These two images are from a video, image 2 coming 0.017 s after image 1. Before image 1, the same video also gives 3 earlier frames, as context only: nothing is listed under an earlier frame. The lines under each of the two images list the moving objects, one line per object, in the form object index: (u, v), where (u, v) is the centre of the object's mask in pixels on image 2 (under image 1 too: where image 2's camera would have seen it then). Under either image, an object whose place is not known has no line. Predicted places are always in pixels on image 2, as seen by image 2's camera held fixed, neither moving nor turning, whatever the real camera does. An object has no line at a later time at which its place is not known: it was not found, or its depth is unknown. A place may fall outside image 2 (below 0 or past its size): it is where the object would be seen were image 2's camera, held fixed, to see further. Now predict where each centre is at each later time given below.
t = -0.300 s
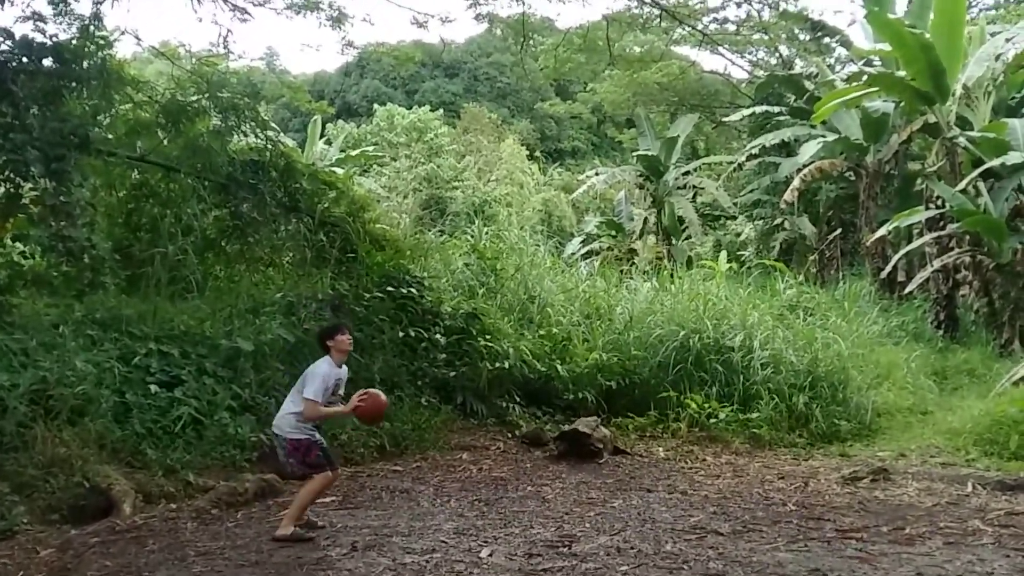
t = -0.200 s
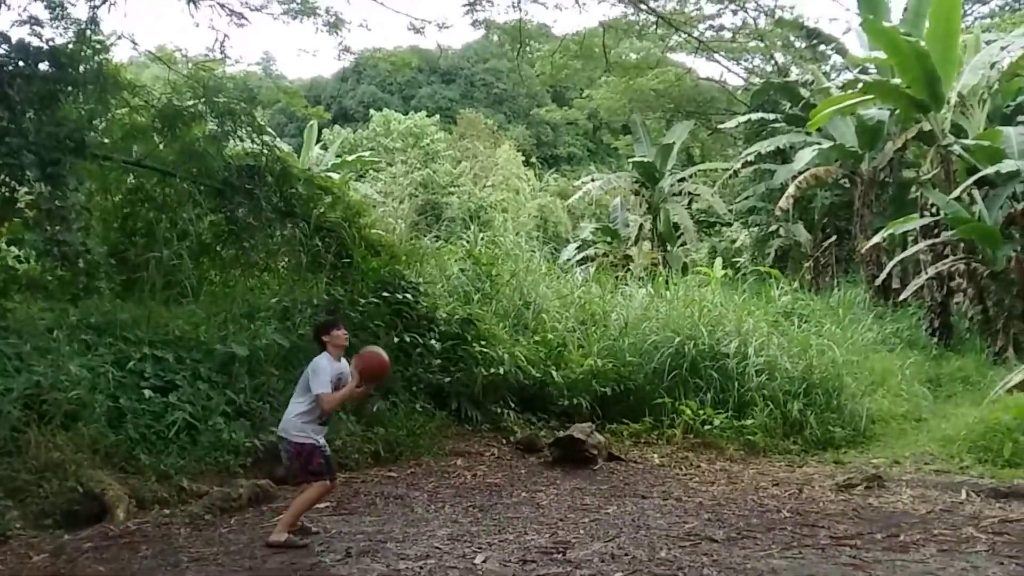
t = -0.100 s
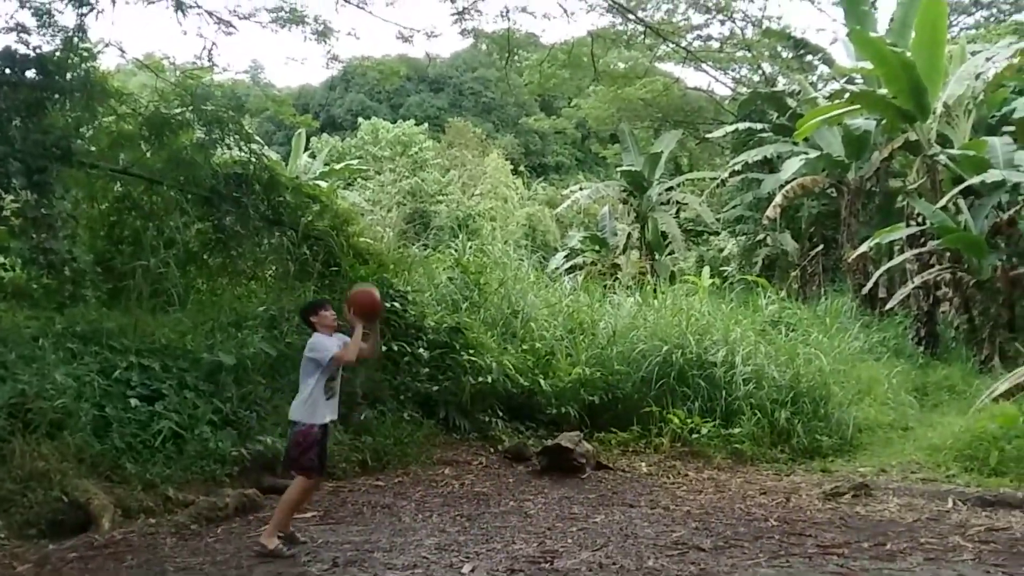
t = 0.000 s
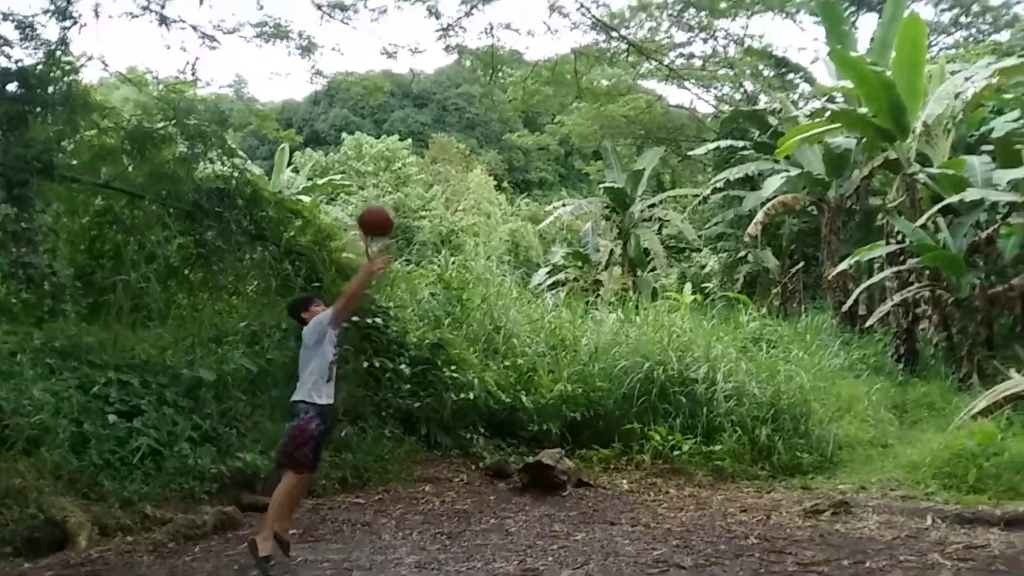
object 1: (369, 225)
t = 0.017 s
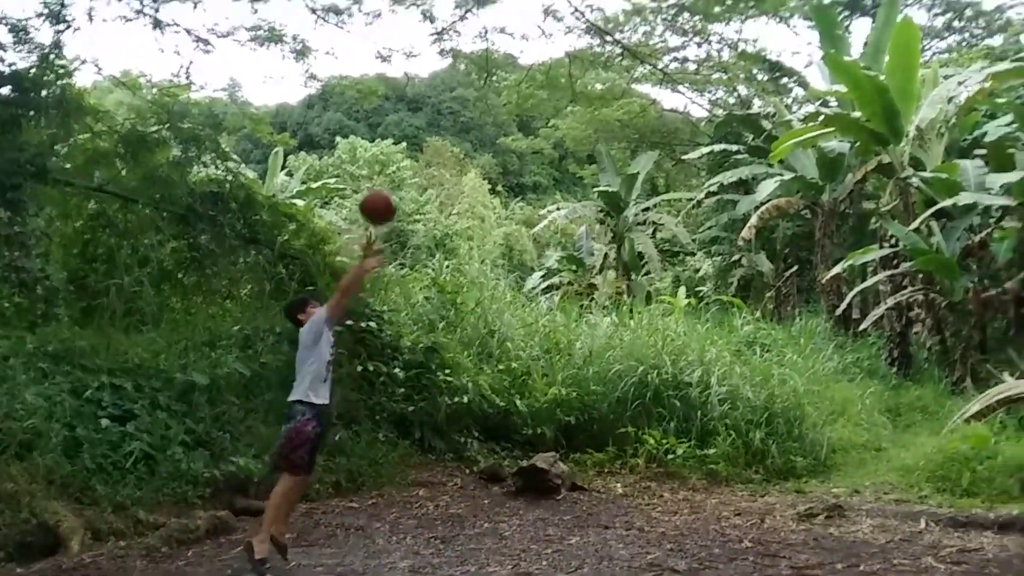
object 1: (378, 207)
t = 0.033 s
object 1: (386, 190)
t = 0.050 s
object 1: (394, 172)
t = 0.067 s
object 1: (403, 153)
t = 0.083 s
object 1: (411, 138)
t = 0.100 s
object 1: (419, 122)
